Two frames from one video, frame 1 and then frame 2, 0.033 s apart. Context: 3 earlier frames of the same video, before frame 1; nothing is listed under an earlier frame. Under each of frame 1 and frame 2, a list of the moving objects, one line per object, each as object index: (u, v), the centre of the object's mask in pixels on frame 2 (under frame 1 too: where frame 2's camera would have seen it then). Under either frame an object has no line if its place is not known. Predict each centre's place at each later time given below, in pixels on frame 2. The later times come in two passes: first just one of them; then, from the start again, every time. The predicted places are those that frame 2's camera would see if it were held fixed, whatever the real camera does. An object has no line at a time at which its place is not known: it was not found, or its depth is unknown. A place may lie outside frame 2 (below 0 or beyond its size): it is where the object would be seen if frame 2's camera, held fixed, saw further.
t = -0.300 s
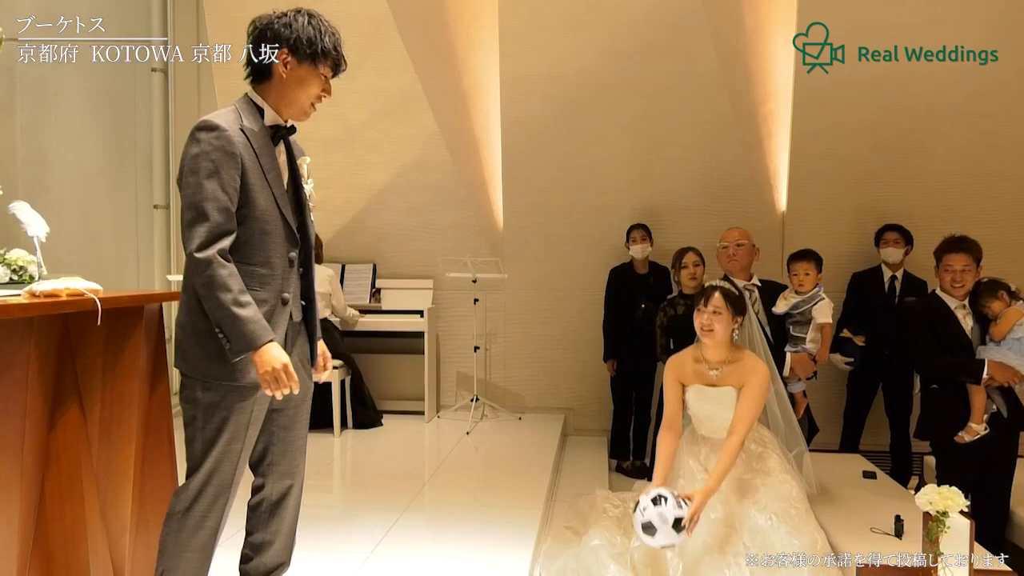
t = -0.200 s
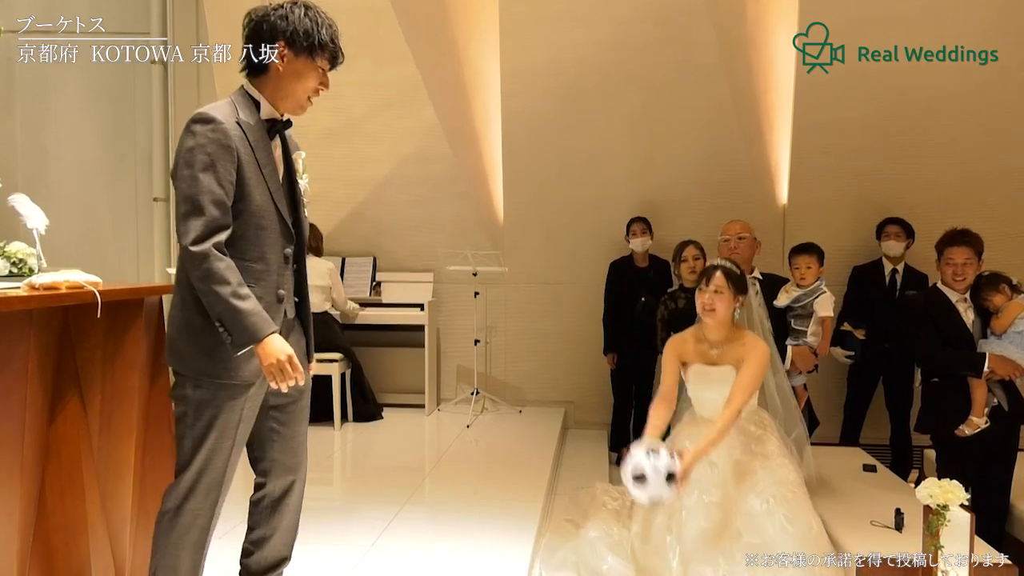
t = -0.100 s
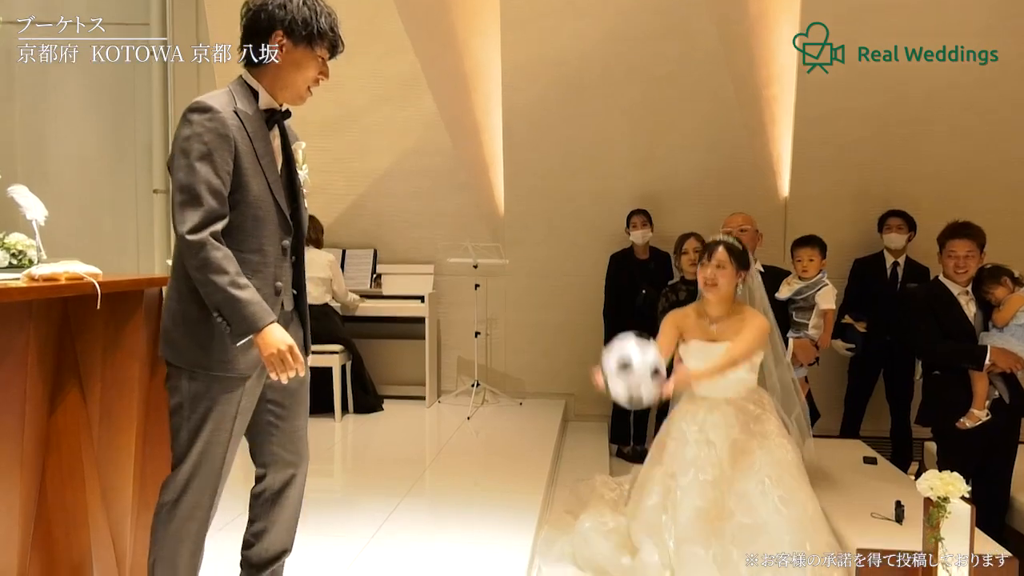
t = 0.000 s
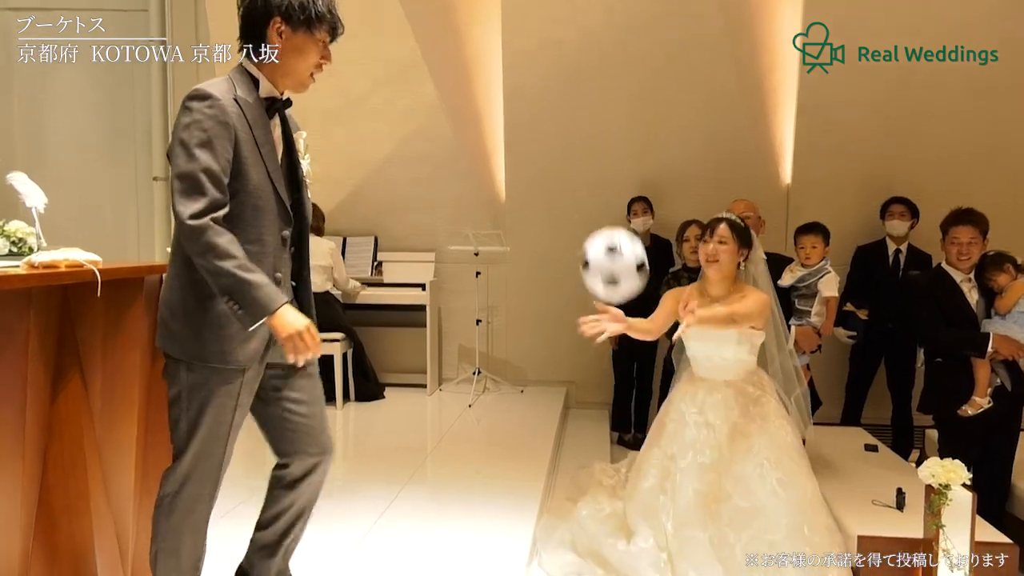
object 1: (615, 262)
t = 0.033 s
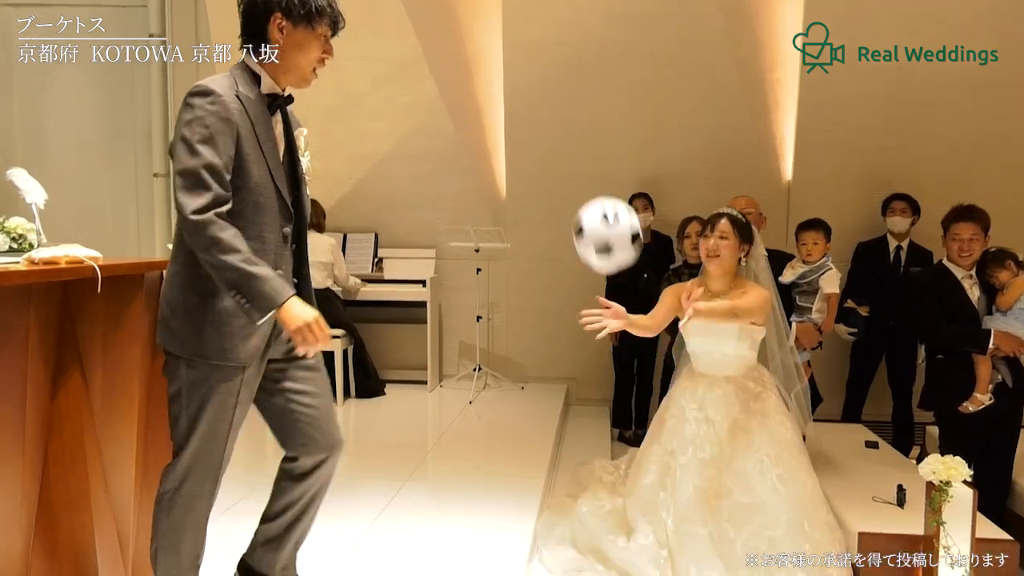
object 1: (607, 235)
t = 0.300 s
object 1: (536, 139)
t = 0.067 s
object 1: (599, 211)
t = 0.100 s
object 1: (591, 190)
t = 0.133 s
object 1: (583, 172)
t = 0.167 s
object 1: (574, 158)
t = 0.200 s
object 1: (565, 147)
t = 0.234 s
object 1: (555, 141)
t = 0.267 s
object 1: (545, 137)
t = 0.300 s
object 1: (536, 139)
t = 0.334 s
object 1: (526, 144)
